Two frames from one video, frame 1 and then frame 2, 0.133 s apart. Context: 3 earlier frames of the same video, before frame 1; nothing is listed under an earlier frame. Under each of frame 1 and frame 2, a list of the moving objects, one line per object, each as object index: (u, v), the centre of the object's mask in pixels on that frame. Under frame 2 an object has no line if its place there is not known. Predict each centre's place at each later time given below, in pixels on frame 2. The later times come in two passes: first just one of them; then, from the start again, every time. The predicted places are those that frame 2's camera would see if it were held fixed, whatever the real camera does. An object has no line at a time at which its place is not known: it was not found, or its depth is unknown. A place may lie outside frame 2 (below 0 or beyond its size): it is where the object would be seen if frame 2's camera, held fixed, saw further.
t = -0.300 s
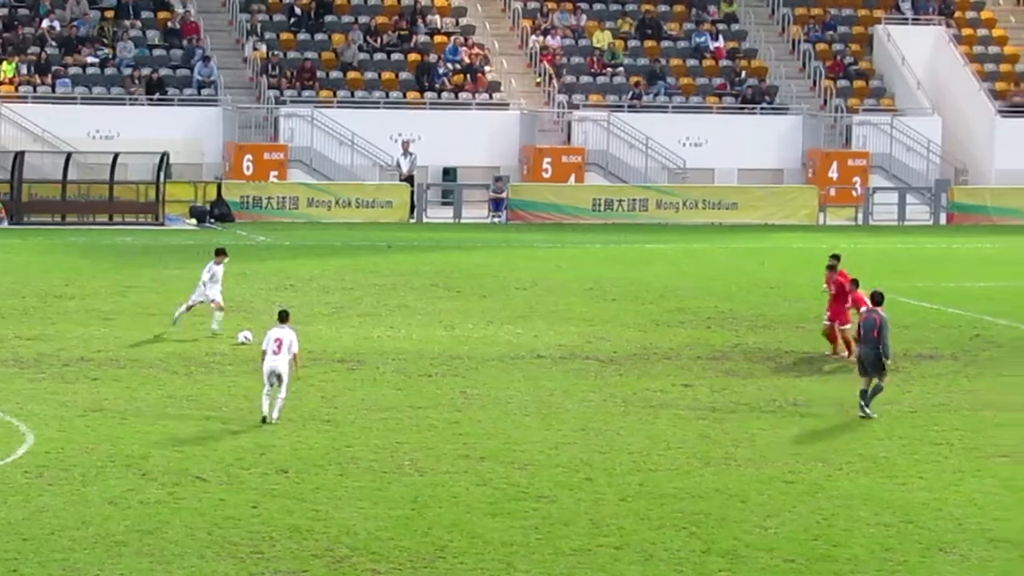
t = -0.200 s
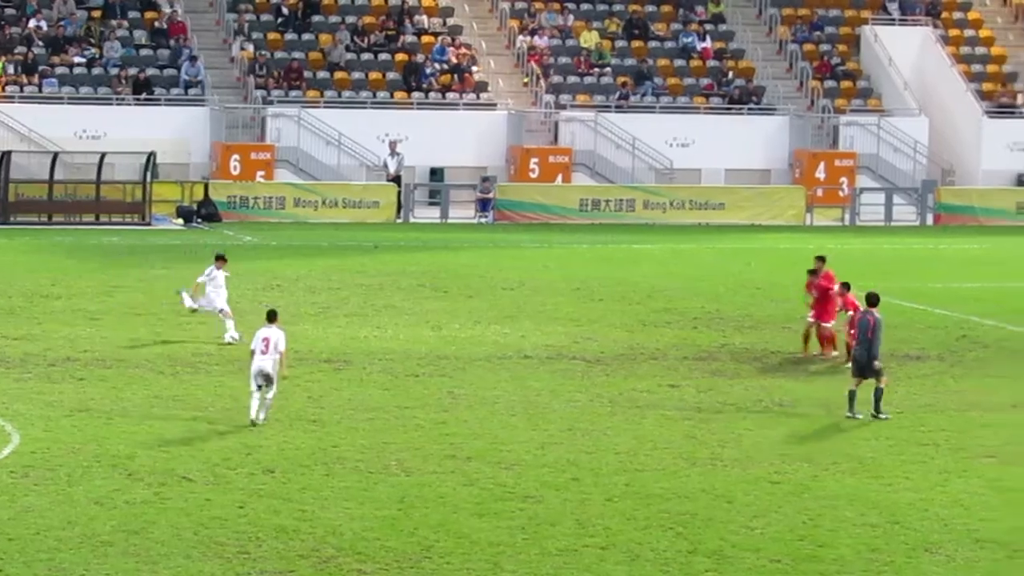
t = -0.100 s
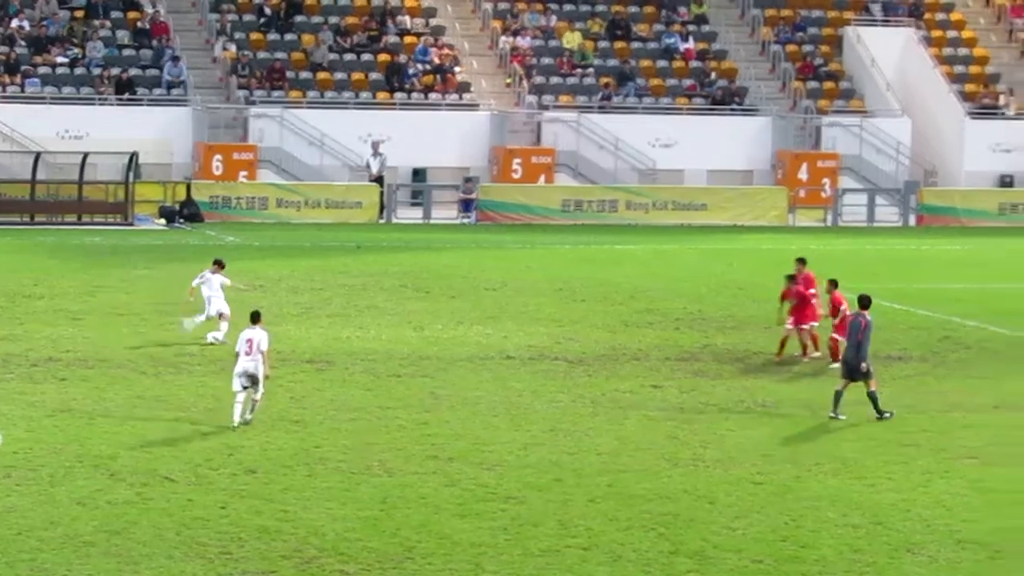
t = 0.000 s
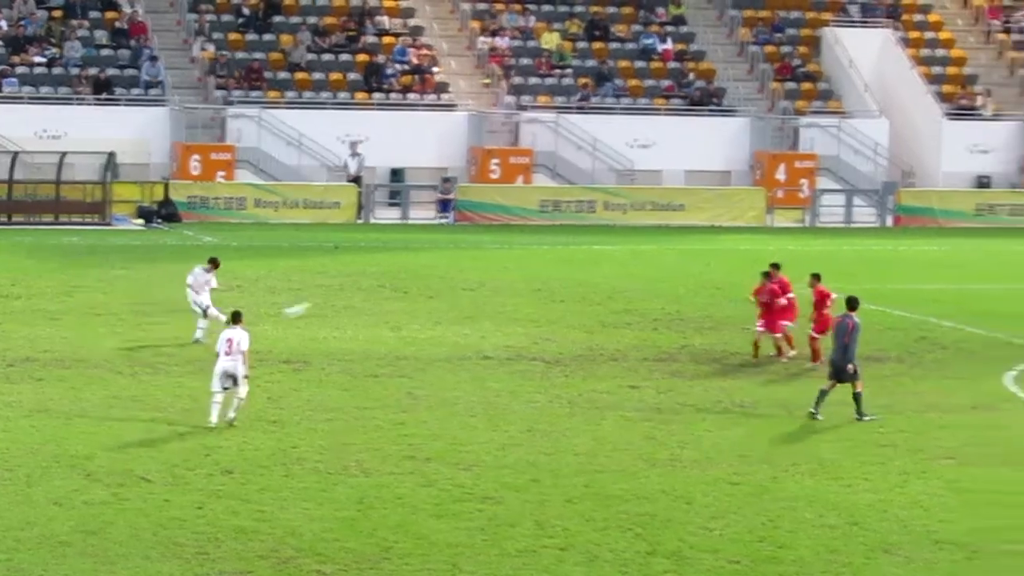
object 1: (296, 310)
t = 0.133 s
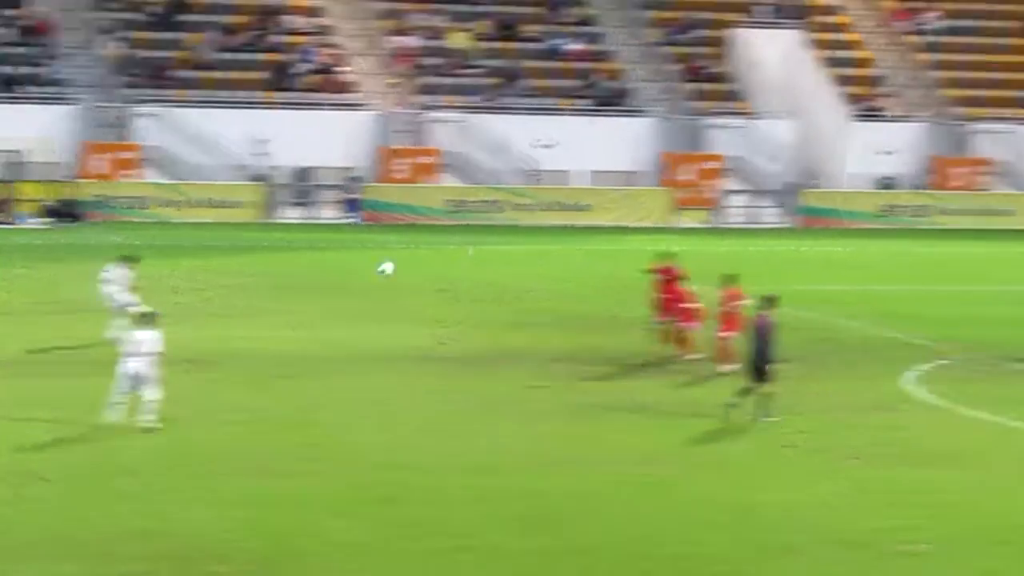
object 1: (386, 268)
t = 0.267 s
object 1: (558, 237)
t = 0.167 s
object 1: (431, 260)
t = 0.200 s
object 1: (475, 251)
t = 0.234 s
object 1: (517, 244)
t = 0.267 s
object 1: (558, 237)
